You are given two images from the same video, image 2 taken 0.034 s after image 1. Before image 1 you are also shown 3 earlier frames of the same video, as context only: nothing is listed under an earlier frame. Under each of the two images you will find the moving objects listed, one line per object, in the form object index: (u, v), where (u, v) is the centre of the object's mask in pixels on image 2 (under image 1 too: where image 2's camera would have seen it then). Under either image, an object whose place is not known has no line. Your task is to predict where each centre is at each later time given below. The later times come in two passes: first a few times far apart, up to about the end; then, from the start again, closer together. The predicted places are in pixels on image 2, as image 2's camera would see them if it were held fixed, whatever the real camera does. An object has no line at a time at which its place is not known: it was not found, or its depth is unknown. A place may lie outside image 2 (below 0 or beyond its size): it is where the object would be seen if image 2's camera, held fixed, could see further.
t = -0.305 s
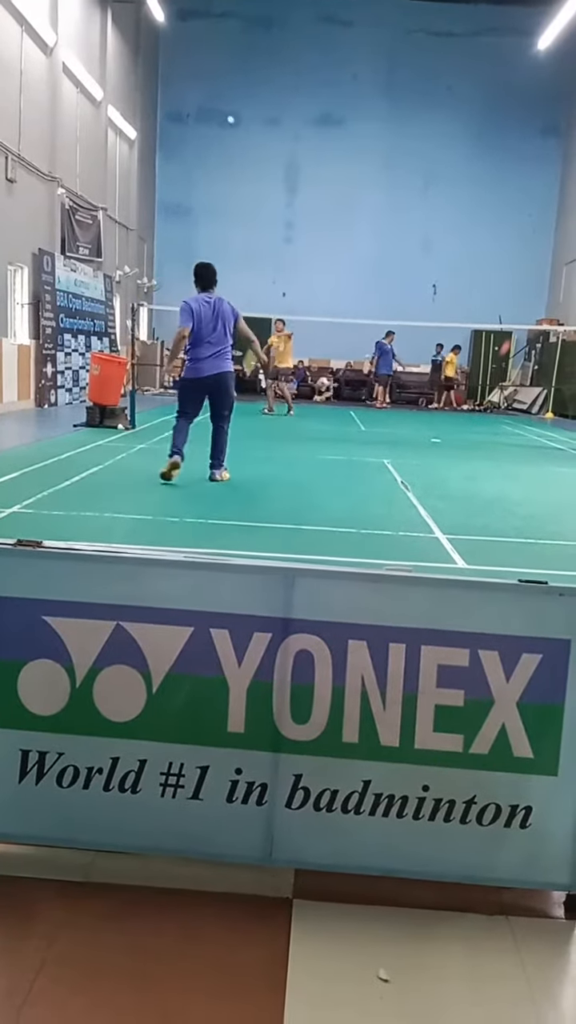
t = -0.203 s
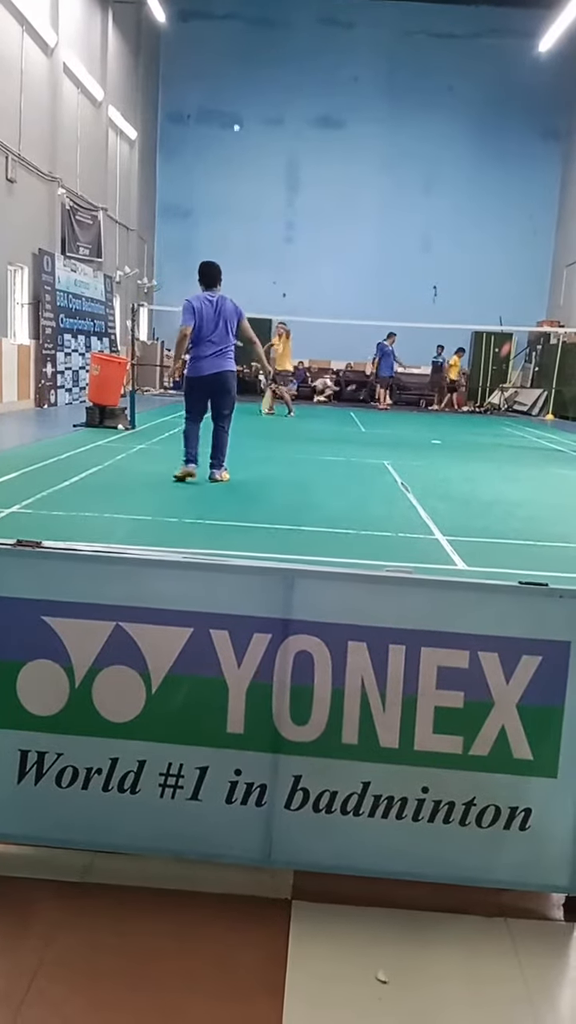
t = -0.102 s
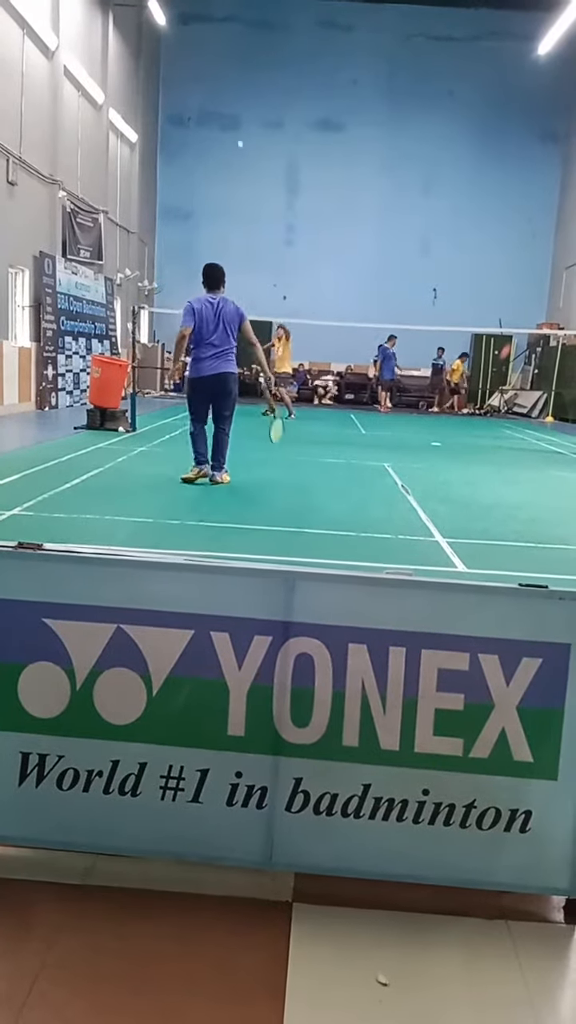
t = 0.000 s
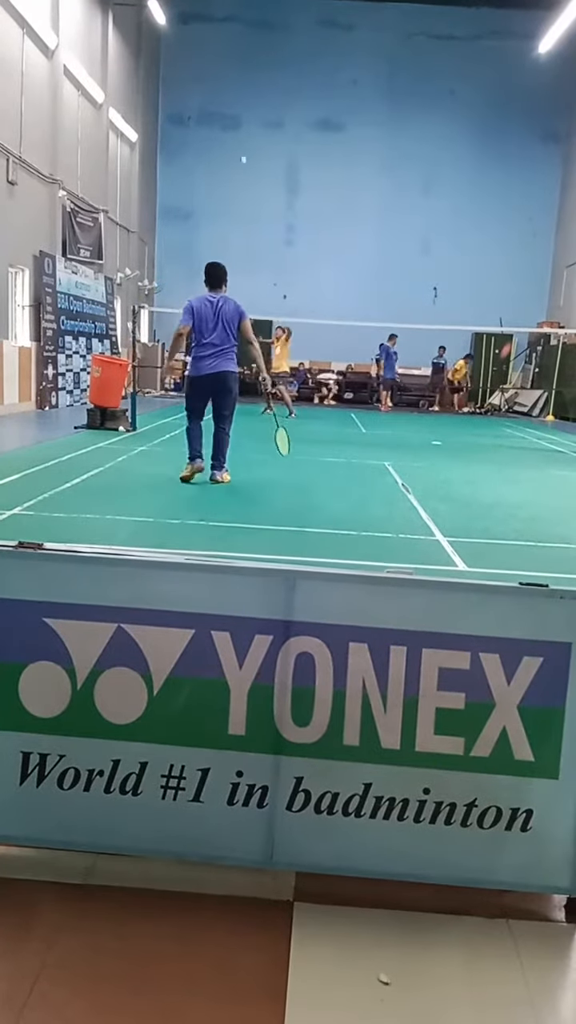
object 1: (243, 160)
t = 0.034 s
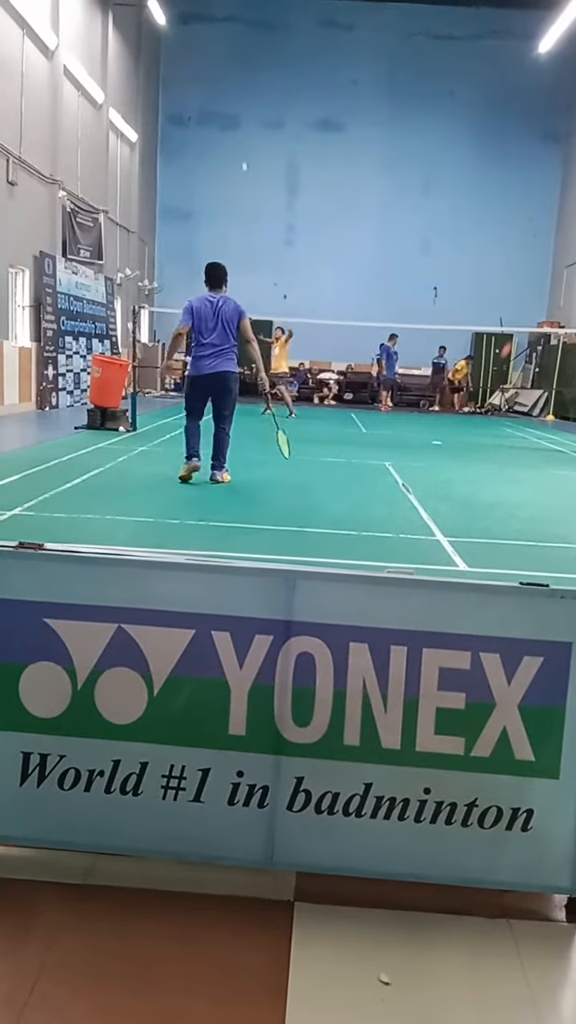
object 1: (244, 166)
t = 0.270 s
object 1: (249, 221)
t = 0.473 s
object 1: (251, 275)
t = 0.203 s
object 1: (249, 204)
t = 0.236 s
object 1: (249, 212)
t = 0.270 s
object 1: (249, 221)
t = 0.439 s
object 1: (251, 265)
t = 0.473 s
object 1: (251, 275)
